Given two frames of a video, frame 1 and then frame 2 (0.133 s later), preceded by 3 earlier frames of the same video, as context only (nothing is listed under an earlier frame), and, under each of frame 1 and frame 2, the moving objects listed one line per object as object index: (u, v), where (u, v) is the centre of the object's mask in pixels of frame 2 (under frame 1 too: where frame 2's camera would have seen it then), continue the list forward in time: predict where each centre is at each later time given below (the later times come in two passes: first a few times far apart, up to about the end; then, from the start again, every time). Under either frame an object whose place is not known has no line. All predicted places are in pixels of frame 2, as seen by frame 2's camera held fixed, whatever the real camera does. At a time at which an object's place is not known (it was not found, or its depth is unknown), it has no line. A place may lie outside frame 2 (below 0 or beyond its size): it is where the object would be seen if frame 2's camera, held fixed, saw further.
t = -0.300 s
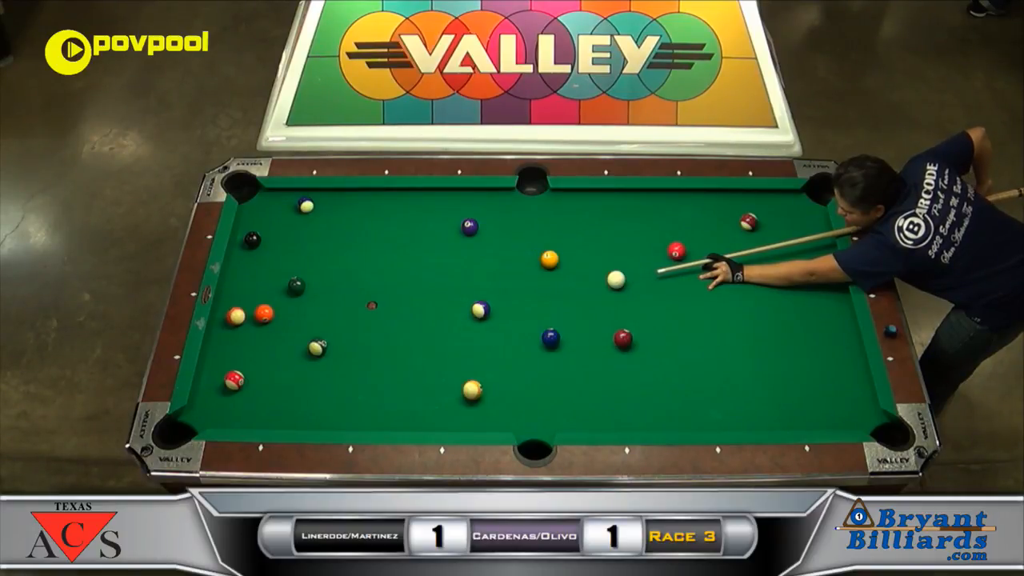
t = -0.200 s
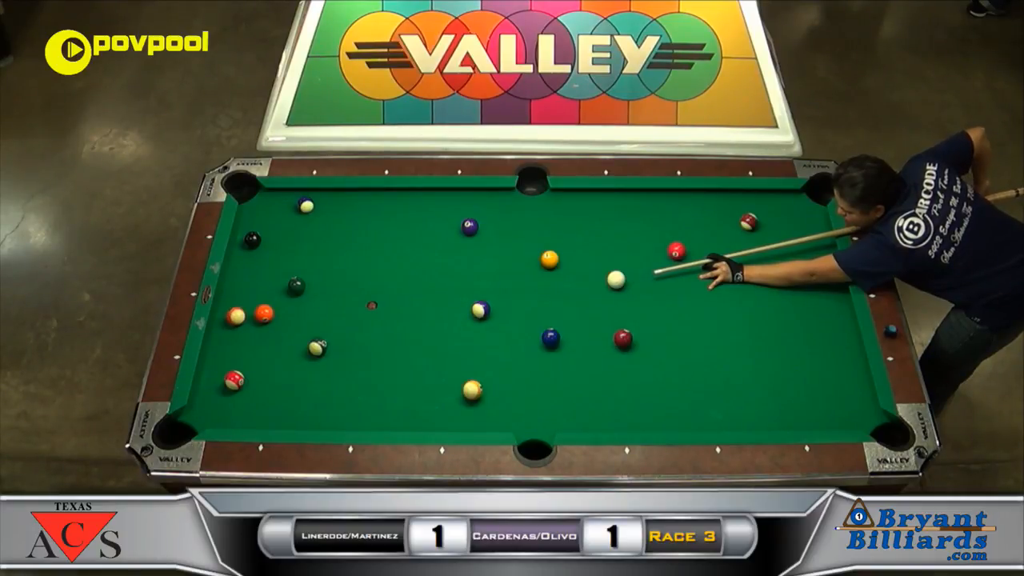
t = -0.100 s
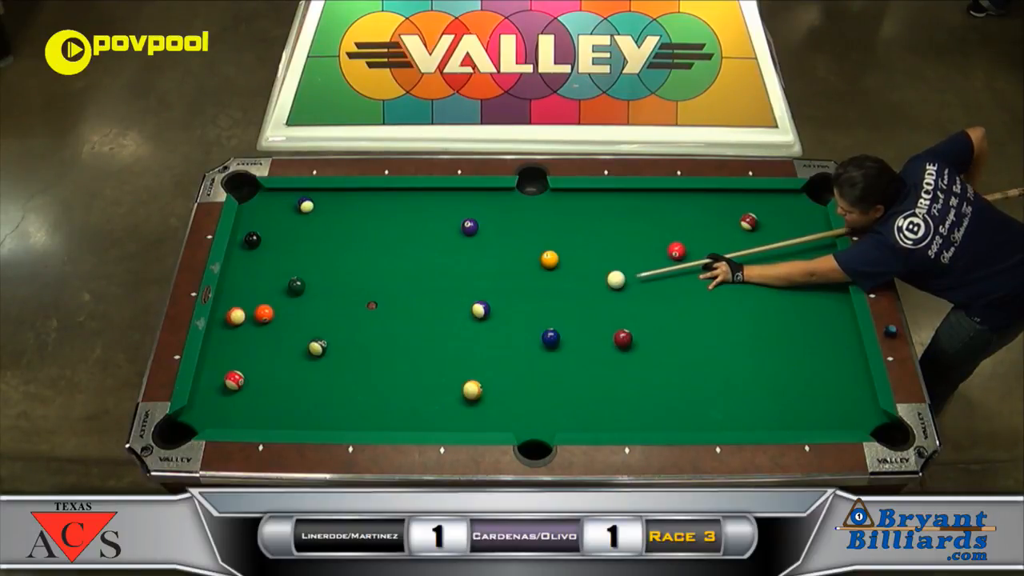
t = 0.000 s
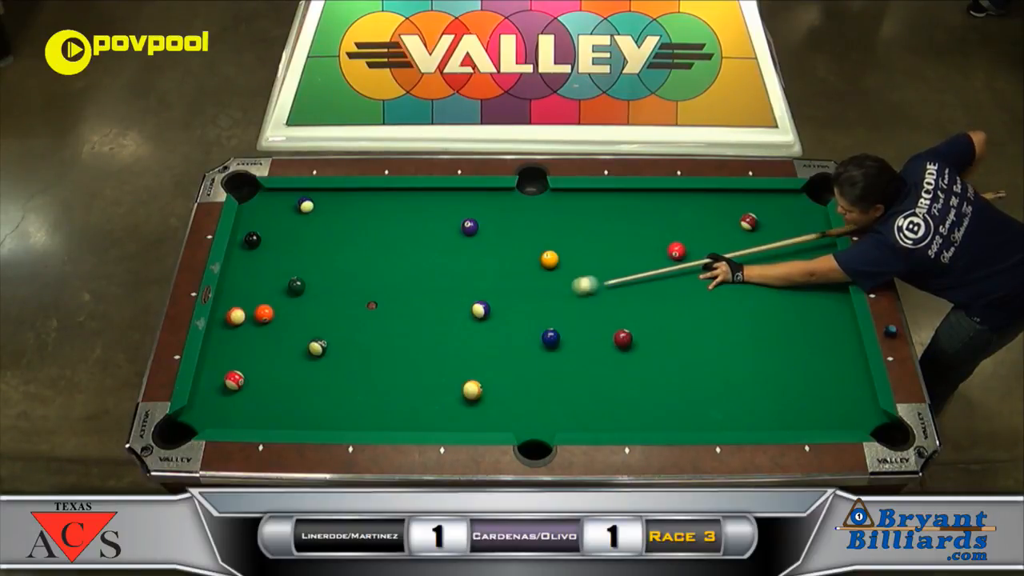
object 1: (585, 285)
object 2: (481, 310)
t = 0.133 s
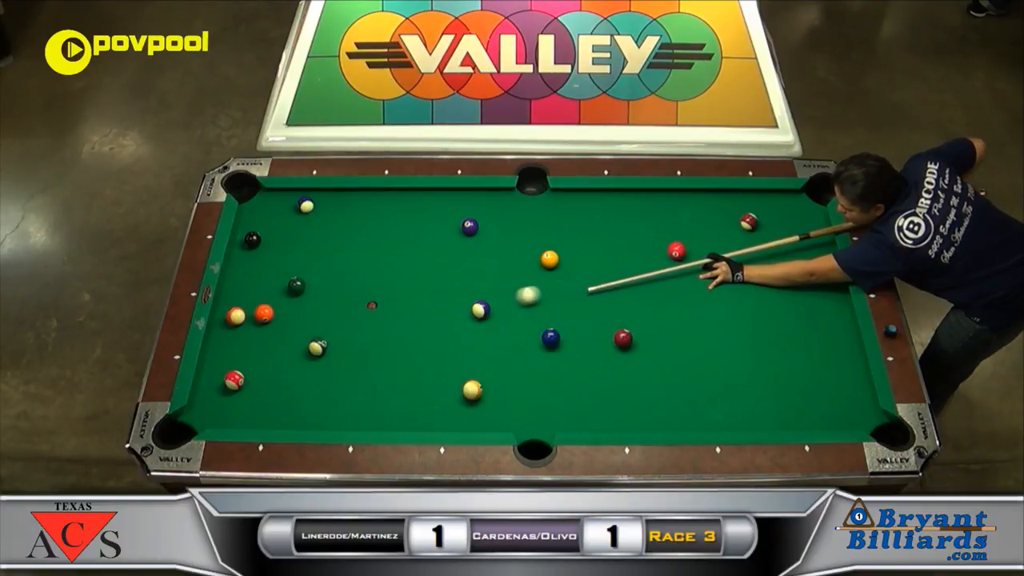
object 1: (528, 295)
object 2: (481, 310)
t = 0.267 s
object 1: (493, 298)
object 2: (467, 316)
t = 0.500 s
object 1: (463, 290)
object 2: (419, 337)
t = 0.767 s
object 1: (430, 282)
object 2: (366, 359)
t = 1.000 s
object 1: (403, 275)
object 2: (321, 379)
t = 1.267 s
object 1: (375, 268)
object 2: (269, 400)
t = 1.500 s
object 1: (353, 262)
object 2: (226, 417)
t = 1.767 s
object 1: (329, 256)
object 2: (192, 414)
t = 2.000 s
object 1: (311, 252)
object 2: (195, 422)
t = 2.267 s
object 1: (291, 248)
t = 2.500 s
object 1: (276, 244)
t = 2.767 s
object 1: (267, 243)
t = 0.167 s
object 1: (516, 297)
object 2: (480, 310)
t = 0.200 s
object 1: (504, 300)
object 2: (480, 310)
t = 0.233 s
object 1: (496, 300)
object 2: (475, 312)
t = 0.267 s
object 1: (493, 298)
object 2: (467, 316)
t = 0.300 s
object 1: (489, 297)
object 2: (458, 320)
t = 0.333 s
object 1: (485, 296)
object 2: (452, 323)
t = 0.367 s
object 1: (480, 294)
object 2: (445, 325)
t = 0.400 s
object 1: (476, 293)
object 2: (438, 328)
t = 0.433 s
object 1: (472, 292)
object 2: (431, 331)
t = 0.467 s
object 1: (467, 291)
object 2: (426, 334)
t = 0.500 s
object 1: (463, 290)
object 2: (419, 337)
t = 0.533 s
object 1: (459, 289)
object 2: (411, 340)
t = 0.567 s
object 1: (454, 288)
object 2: (404, 344)
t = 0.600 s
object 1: (450, 287)
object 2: (398, 346)
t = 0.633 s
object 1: (446, 286)
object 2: (391, 348)
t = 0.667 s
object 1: (442, 285)
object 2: (384, 351)
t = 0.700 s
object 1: (438, 284)
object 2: (379, 354)
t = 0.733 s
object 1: (434, 283)
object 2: (373, 356)
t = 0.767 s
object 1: (430, 282)
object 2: (366, 359)
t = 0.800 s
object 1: (426, 281)
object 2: (358, 363)
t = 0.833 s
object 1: (422, 280)
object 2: (351, 366)
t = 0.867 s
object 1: (418, 279)
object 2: (345, 368)
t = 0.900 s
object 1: (414, 278)
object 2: (339, 370)
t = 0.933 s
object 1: (411, 277)
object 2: (332, 374)
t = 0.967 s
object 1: (407, 276)
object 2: (326, 377)
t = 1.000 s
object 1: (403, 275)
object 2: (321, 379)
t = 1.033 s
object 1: (400, 274)
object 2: (315, 381)
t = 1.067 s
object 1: (396, 273)
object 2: (307, 384)
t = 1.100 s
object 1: (393, 272)
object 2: (299, 388)
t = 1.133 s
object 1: (389, 271)
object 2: (293, 390)
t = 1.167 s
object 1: (385, 270)
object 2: (287, 392)
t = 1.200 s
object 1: (382, 270)
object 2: (281, 394)
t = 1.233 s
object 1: (379, 269)
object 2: (274, 397)
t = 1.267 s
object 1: (375, 268)
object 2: (269, 400)
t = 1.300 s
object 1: (372, 267)
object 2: (265, 402)
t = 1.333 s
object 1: (369, 266)
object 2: (259, 405)
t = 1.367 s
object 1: (366, 265)
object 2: (251, 408)
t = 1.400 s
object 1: (362, 264)
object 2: (243, 412)
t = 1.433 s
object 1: (359, 264)
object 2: (237, 414)
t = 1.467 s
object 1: (356, 263)
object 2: (232, 415)
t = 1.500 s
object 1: (353, 262)
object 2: (226, 417)
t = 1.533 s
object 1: (350, 261)
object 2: (219, 419)
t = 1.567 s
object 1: (347, 261)
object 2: (215, 421)
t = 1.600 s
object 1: (344, 260)
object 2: (210, 420)
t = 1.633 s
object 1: (341, 259)
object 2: (207, 420)
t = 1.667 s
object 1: (338, 258)
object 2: (203, 419)
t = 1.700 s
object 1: (335, 258)
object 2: (200, 416)
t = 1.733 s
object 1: (332, 257)
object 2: (195, 416)
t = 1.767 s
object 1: (329, 256)
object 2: (192, 414)
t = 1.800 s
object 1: (327, 256)
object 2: (190, 413)
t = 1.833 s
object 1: (324, 255)
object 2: (188, 415)
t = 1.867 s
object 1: (321, 254)
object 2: (191, 417)
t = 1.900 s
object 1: (319, 254)
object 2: (192, 418)
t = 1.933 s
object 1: (316, 253)
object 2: (193, 419)
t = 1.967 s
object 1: (313, 253)
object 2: (194, 421)
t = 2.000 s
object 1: (311, 252)
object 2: (195, 422)
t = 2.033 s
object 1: (308, 251)
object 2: (196, 423)
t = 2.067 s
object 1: (305, 251)
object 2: (196, 423)
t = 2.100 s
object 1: (303, 250)
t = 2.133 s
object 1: (301, 250)
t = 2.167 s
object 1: (298, 249)
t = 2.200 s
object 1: (296, 249)
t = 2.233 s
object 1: (293, 248)
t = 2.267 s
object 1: (291, 248)
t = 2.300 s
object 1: (289, 247)
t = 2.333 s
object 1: (287, 247)
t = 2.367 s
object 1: (285, 246)
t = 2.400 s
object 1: (282, 246)
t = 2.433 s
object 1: (280, 245)
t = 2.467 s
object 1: (278, 245)
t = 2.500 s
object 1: (276, 244)
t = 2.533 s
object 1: (274, 244)
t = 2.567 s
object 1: (272, 244)
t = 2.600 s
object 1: (270, 243)
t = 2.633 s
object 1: (268, 243)
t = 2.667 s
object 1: (268, 243)
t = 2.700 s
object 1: (267, 243)
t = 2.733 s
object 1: (267, 243)
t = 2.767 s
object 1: (267, 243)
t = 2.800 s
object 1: (266, 242)
